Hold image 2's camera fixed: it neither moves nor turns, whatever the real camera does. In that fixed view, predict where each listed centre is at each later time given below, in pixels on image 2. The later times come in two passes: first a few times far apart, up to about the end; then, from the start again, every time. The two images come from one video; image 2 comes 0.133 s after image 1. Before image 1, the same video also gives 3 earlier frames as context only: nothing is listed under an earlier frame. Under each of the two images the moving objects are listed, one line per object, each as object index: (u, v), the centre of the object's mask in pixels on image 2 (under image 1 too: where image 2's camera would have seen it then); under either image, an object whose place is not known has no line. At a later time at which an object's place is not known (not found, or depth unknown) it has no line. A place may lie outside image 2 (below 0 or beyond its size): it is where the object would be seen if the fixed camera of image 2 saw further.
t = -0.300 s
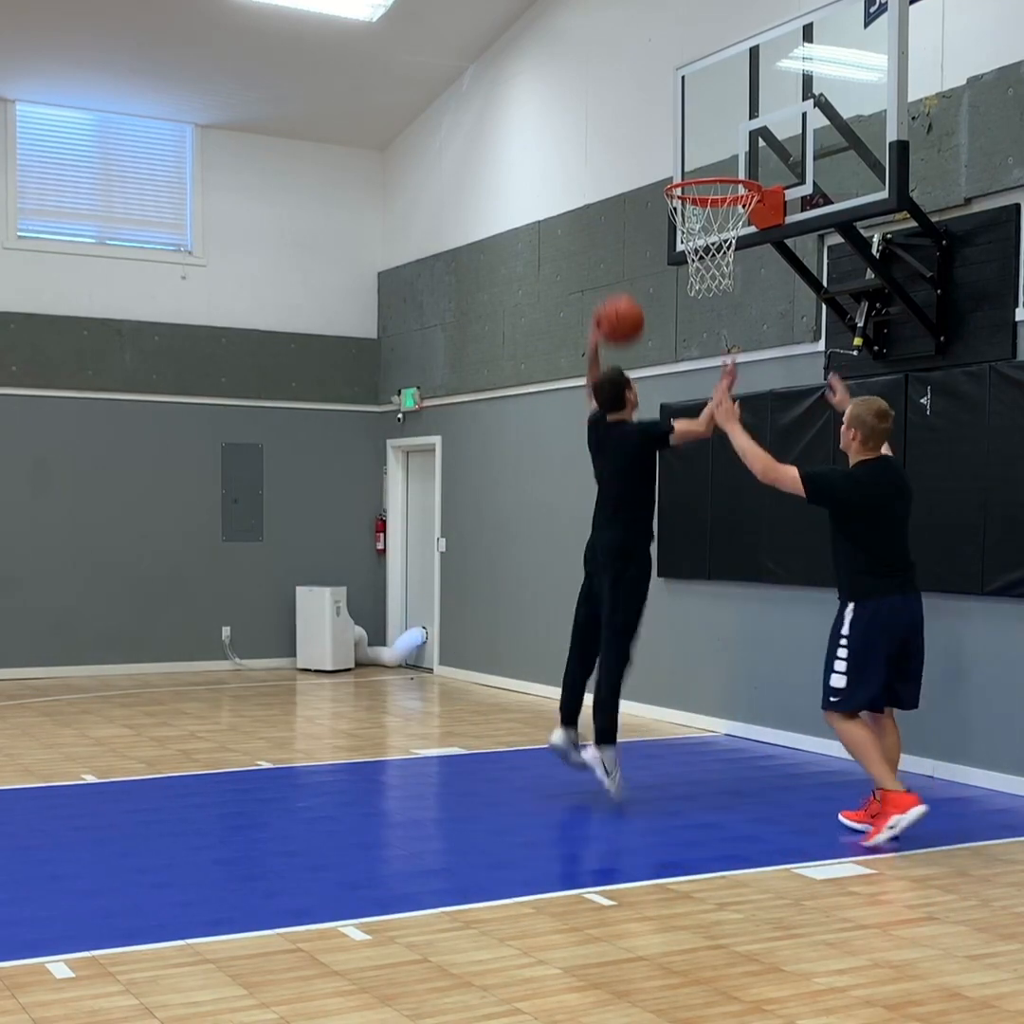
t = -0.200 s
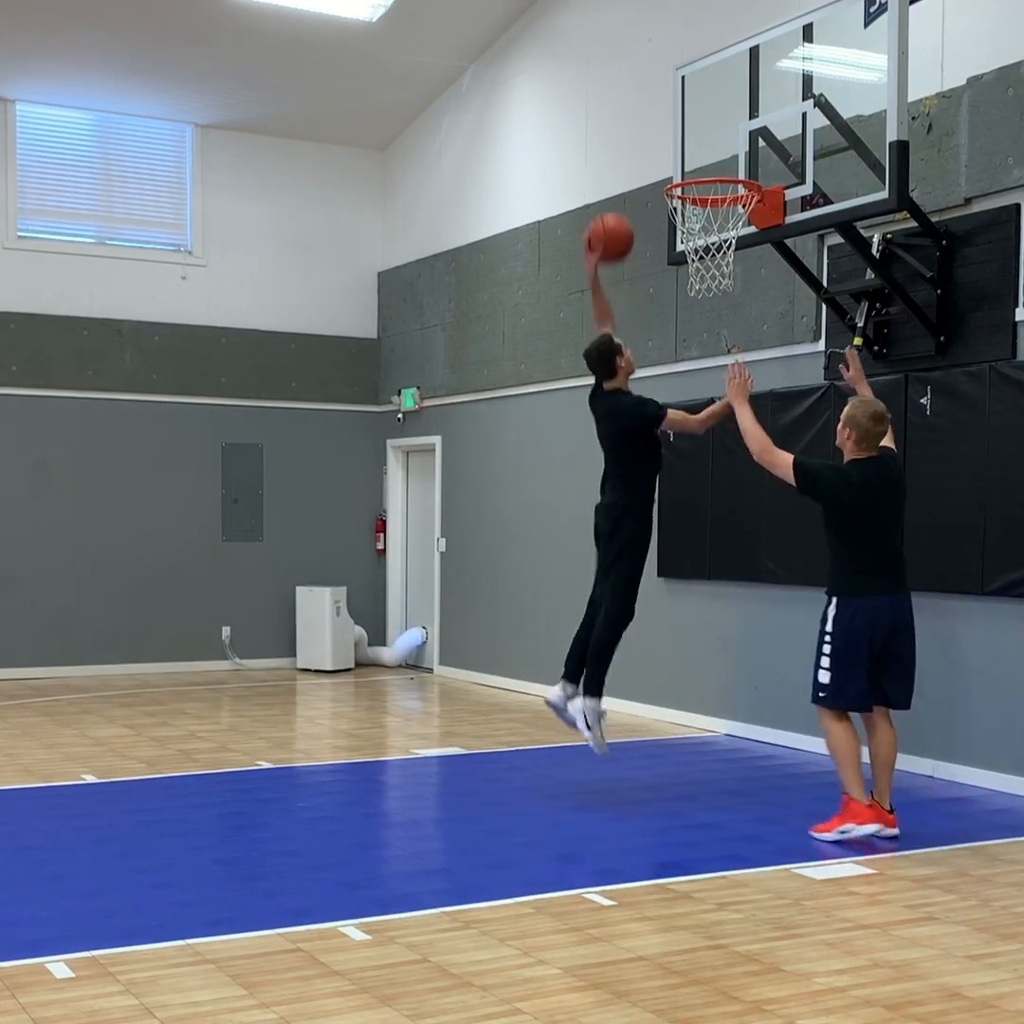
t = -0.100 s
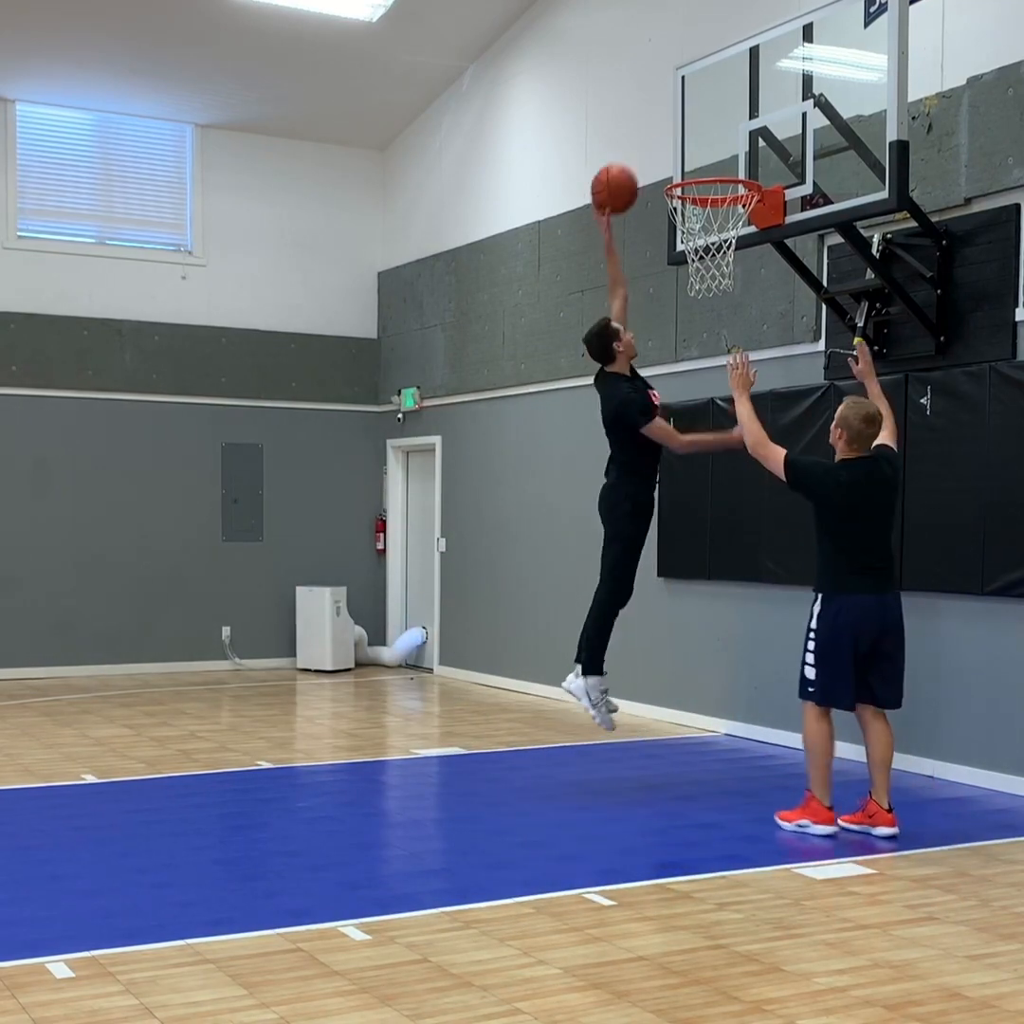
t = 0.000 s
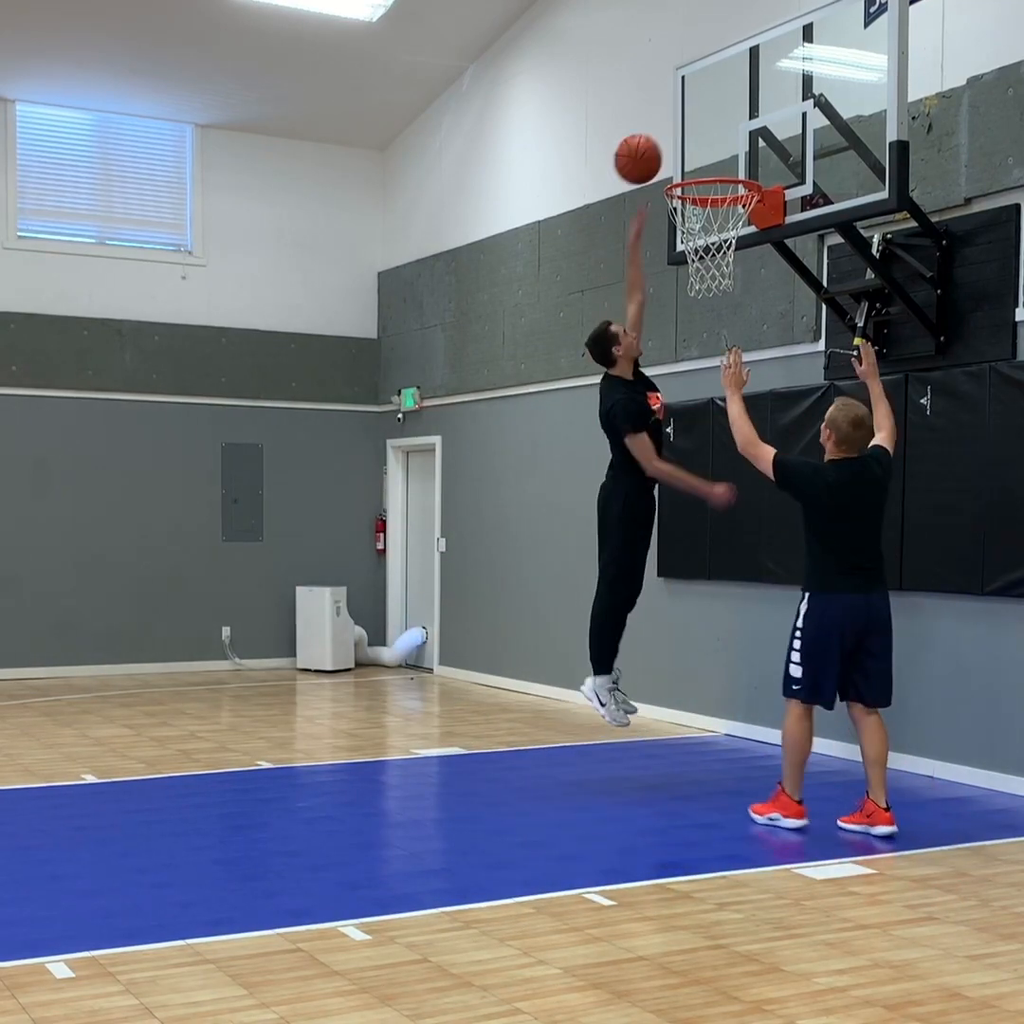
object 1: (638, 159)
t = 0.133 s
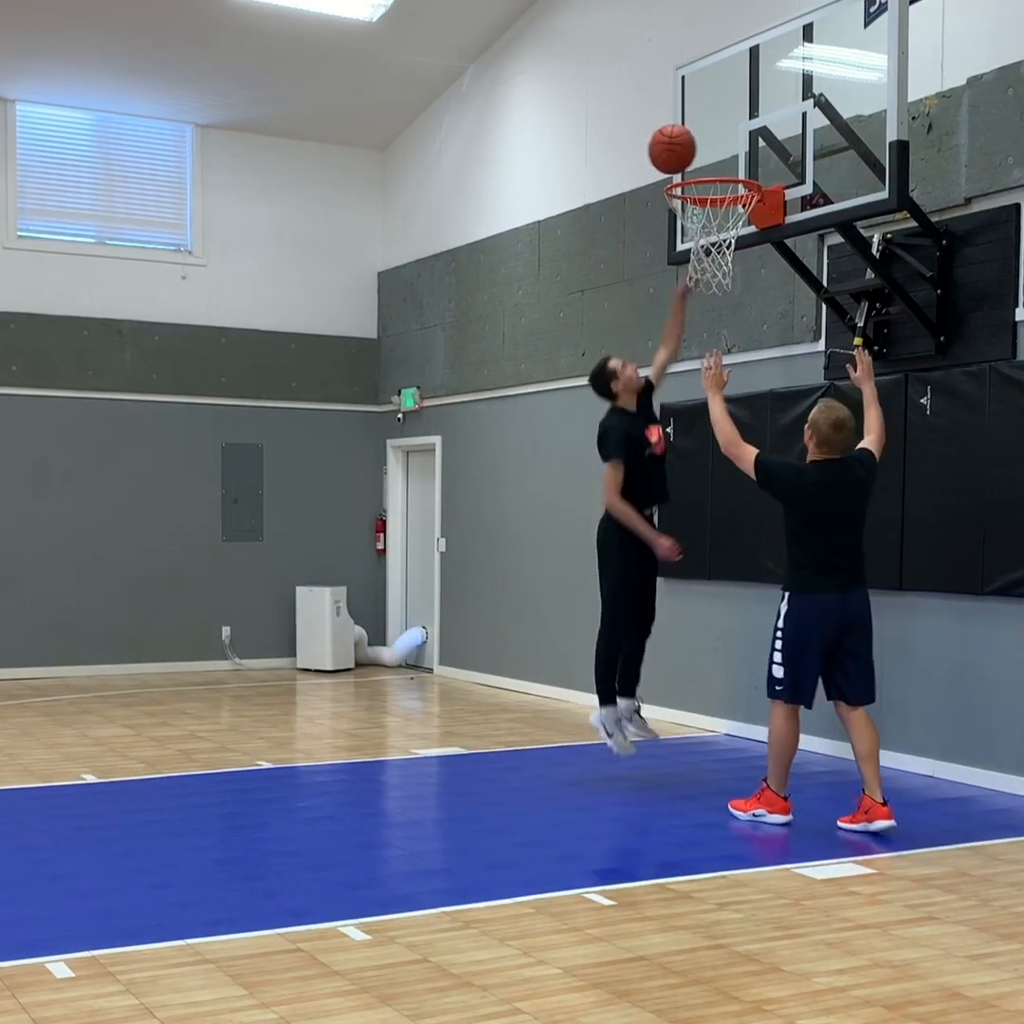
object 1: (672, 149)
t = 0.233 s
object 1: (697, 161)
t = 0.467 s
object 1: (742, 246)
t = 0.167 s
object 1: (680, 152)
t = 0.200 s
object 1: (689, 157)
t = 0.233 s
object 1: (697, 161)
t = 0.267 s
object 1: (705, 172)
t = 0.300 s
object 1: (713, 182)
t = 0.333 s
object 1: (720, 193)
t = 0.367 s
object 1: (726, 206)
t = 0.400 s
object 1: (734, 220)
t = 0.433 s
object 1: (739, 234)
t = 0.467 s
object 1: (742, 246)
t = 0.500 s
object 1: (745, 263)
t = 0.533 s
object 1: (746, 273)
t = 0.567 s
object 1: (747, 290)
